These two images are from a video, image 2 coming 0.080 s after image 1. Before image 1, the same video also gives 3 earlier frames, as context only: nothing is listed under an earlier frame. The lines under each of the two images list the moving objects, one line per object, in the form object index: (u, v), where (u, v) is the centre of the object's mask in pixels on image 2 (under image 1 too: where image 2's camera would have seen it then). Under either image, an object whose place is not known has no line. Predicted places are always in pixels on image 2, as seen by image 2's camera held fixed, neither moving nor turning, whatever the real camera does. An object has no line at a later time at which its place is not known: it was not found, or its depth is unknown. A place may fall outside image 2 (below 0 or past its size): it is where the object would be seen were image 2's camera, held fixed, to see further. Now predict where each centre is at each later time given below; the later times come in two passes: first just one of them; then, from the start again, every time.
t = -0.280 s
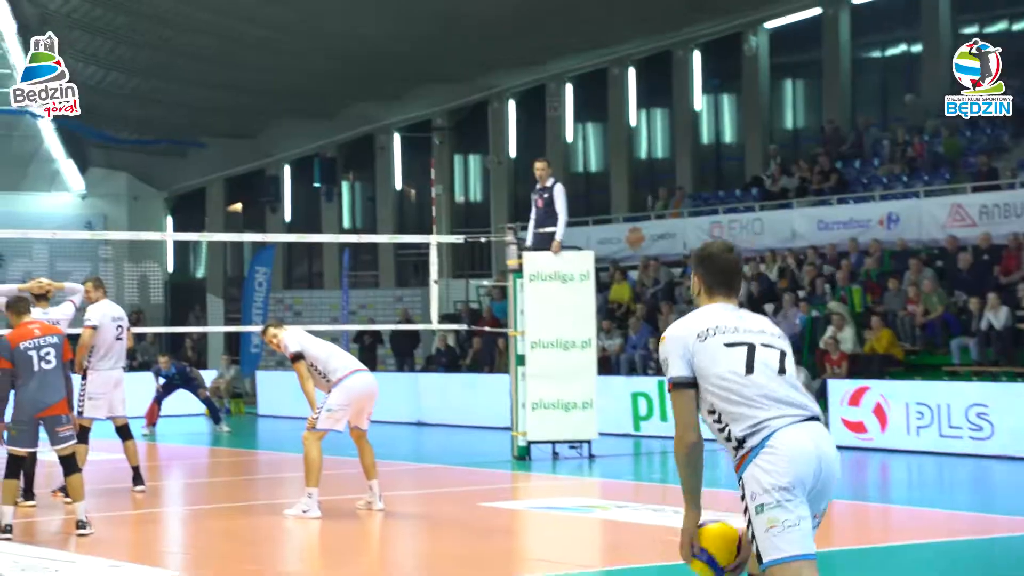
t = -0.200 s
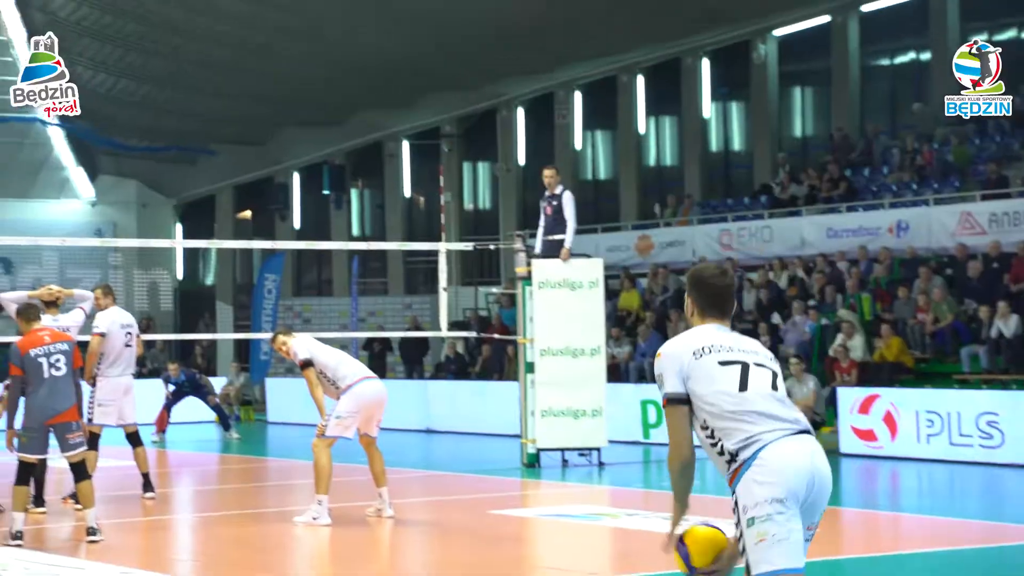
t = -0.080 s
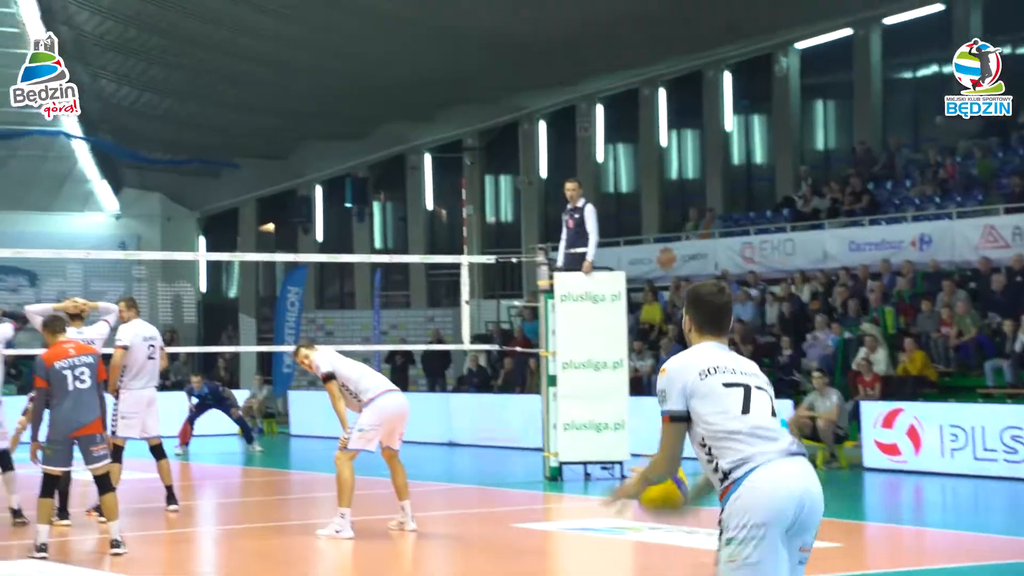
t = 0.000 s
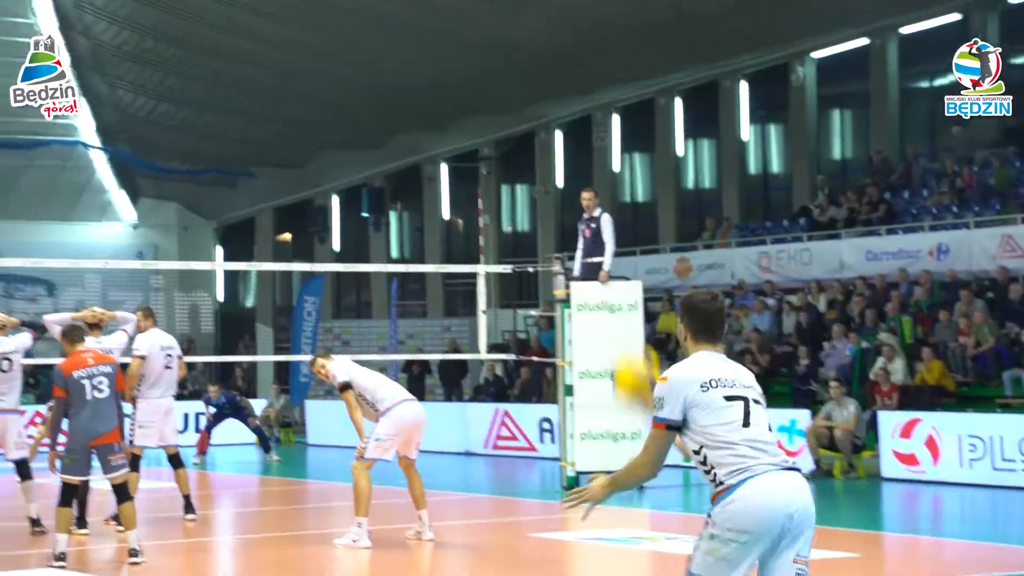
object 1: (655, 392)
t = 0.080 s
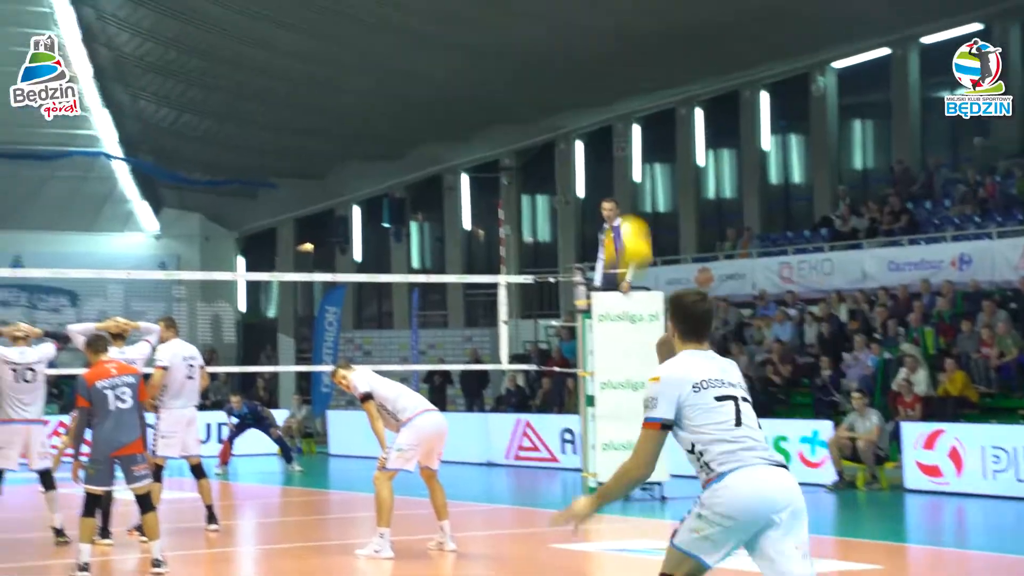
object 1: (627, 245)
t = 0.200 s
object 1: (587, 72)
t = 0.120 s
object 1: (612, 185)
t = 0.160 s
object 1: (600, 128)
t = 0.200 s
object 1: (587, 72)
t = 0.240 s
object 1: (574, 22)
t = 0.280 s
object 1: (560, -21)
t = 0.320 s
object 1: (546, -49)
